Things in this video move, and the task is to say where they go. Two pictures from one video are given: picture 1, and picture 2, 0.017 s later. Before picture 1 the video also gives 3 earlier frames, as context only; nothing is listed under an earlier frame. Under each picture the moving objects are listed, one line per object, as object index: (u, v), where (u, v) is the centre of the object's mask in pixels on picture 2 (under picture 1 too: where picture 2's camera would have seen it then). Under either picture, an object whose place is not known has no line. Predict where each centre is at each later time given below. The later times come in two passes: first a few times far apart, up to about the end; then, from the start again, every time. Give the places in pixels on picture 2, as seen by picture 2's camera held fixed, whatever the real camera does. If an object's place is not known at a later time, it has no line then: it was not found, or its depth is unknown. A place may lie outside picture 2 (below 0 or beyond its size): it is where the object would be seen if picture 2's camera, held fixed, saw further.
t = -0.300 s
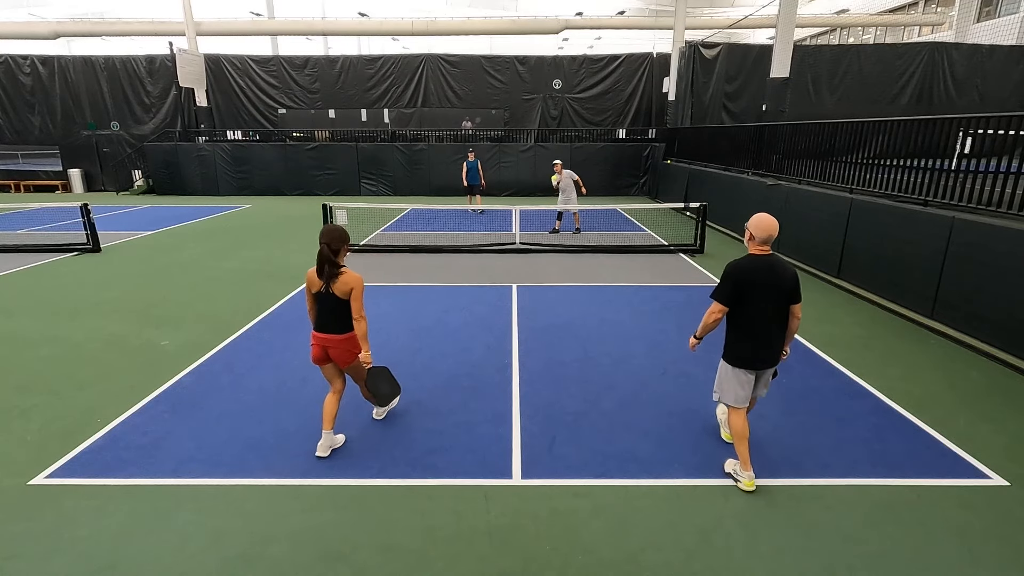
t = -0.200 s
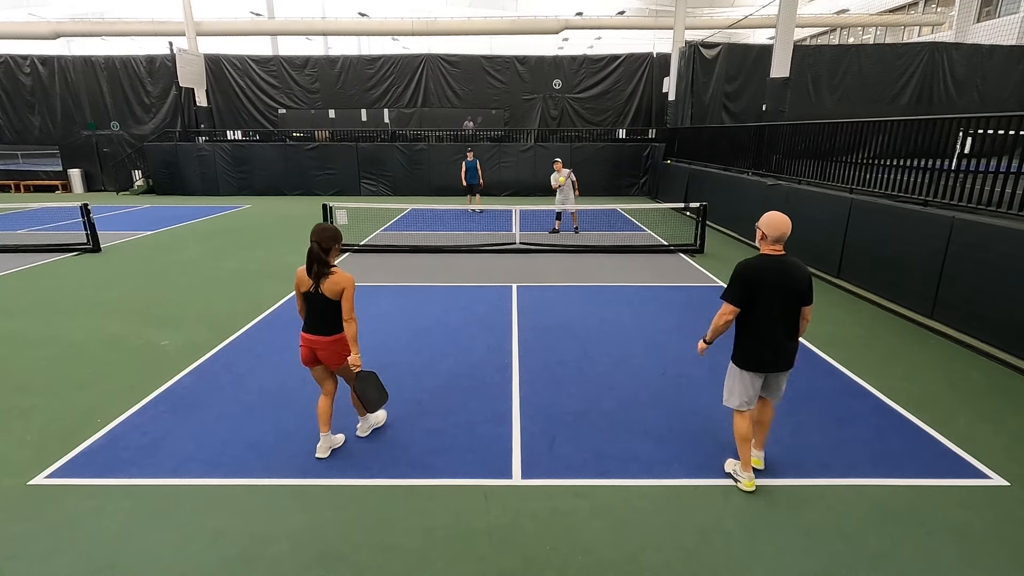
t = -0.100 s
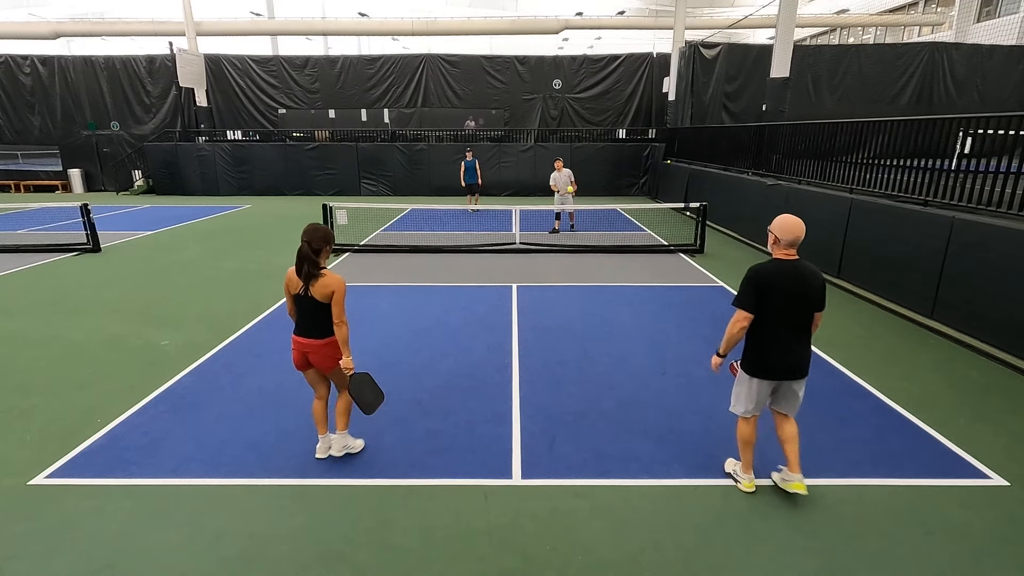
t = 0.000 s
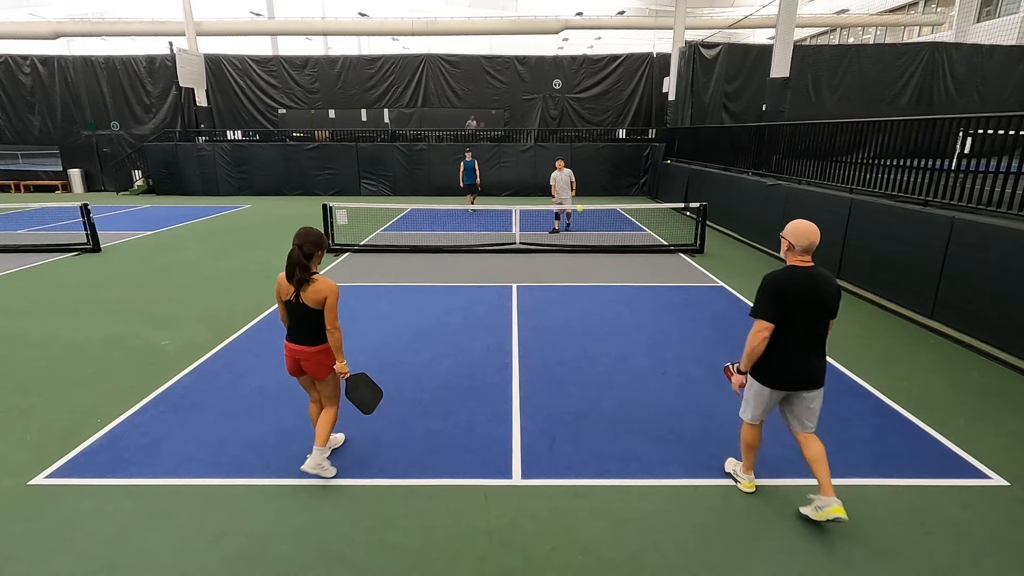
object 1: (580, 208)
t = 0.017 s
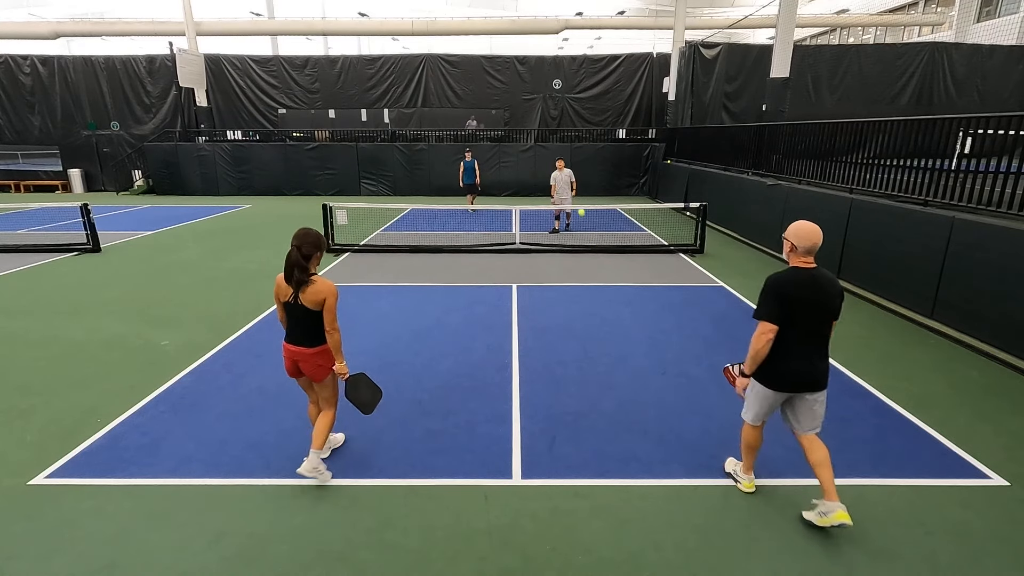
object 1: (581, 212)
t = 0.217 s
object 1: (604, 290)
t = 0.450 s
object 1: (638, 332)
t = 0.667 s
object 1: (681, 347)
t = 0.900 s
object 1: (740, 452)
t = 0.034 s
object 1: (583, 217)
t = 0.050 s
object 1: (585, 222)
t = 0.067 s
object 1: (586, 227)
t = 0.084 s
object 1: (588, 232)
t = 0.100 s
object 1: (590, 238)
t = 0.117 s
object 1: (592, 244)
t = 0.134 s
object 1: (594, 251)
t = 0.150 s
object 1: (596, 258)
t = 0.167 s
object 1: (598, 265)
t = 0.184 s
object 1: (600, 273)
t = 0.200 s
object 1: (602, 281)
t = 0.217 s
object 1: (604, 290)
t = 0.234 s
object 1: (606, 299)
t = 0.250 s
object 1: (608, 309)
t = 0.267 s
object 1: (610, 319)
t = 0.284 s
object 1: (612, 329)
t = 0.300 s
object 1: (615, 340)
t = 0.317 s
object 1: (617, 349)
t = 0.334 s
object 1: (620, 346)
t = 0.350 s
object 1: (622, 343)
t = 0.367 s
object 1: (625, 341)
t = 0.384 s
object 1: (627, 339)
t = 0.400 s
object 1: (630, 337)
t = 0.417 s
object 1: (633, 335)
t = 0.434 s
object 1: (635, 334)
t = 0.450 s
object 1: (638, 332)
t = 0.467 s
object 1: (641, 331)
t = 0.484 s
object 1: (644, 331)
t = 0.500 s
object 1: (647, 330)
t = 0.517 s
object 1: (650, 330)
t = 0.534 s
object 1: (653, 331)
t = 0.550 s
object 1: (657, 331)
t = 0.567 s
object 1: (660, 332)
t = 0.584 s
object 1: (663, 334)
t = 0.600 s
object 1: (667, 335)
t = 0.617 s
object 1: (670, 338)
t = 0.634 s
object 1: (673, 340)
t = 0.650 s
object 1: (677, 343)
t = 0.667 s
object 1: (681, 347)
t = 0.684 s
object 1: (684, 351)
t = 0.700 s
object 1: (688, 355)
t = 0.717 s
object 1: (692, 360)
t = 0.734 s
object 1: (696, 365)
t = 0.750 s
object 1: (700, 371)
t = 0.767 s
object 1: (704, 378)
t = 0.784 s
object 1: (708, 385)
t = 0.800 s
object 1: (713, 392)
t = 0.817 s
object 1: (717, 401)
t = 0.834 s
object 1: (721, 410)
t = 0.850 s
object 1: (726, 419)
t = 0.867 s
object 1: (731, 430)
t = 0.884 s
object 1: (735, 440)
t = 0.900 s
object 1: (740, 452)
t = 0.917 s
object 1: (745, 464)
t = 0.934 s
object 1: (749, 476)
